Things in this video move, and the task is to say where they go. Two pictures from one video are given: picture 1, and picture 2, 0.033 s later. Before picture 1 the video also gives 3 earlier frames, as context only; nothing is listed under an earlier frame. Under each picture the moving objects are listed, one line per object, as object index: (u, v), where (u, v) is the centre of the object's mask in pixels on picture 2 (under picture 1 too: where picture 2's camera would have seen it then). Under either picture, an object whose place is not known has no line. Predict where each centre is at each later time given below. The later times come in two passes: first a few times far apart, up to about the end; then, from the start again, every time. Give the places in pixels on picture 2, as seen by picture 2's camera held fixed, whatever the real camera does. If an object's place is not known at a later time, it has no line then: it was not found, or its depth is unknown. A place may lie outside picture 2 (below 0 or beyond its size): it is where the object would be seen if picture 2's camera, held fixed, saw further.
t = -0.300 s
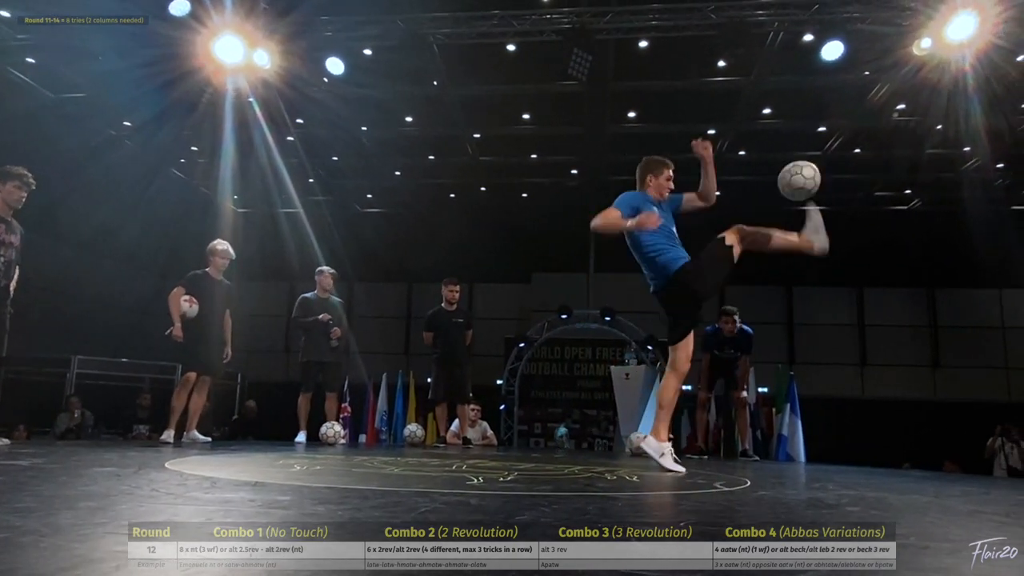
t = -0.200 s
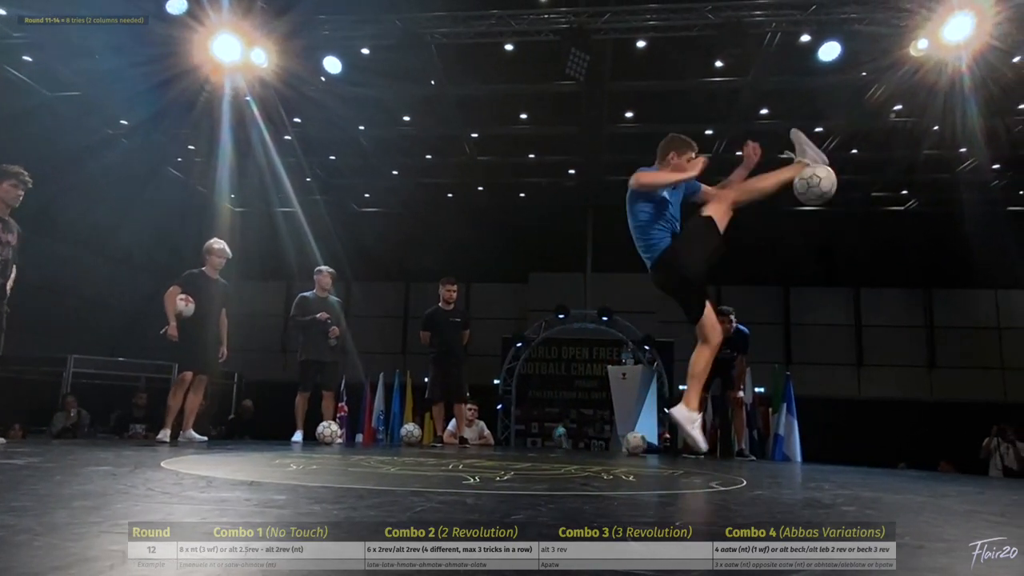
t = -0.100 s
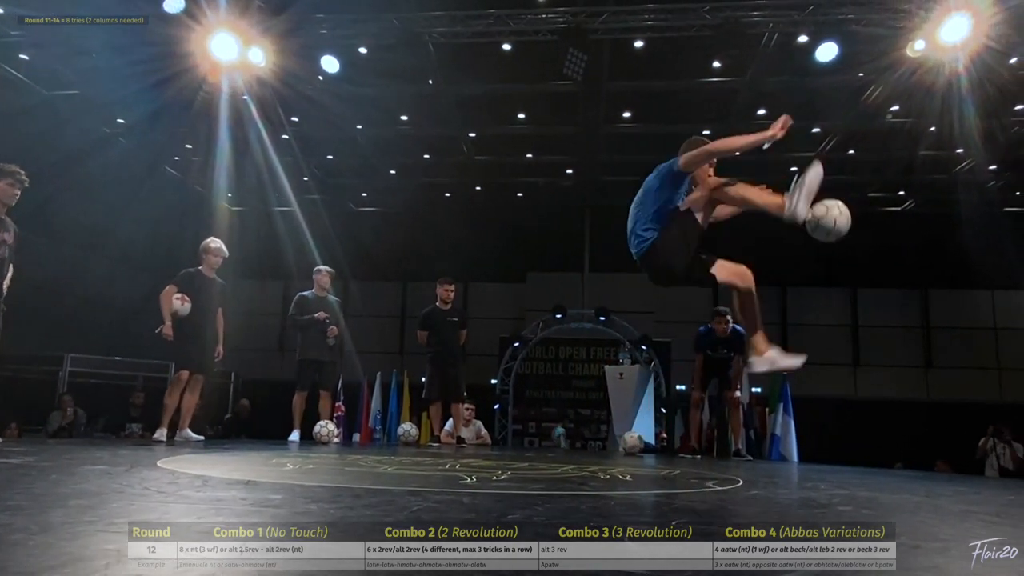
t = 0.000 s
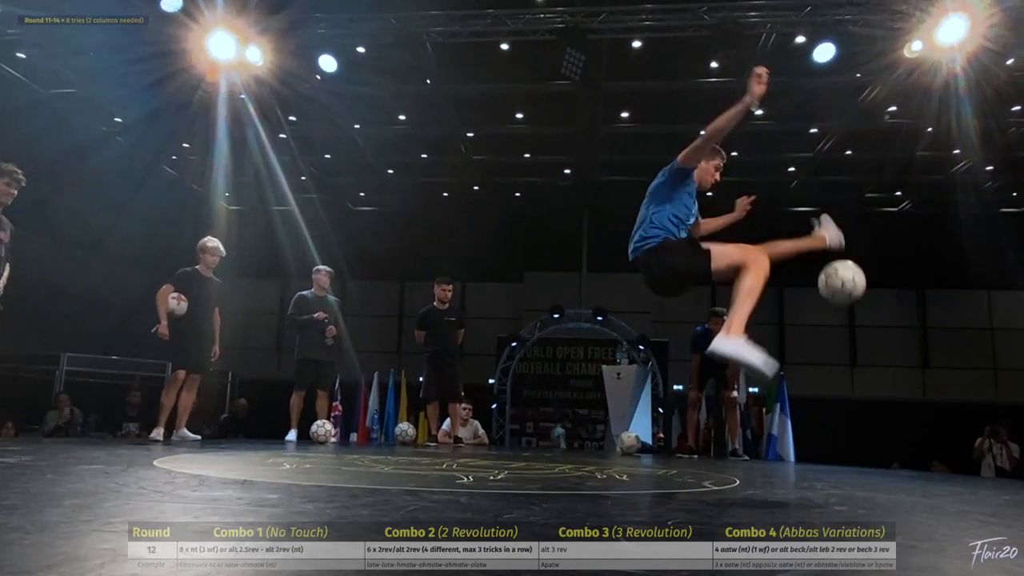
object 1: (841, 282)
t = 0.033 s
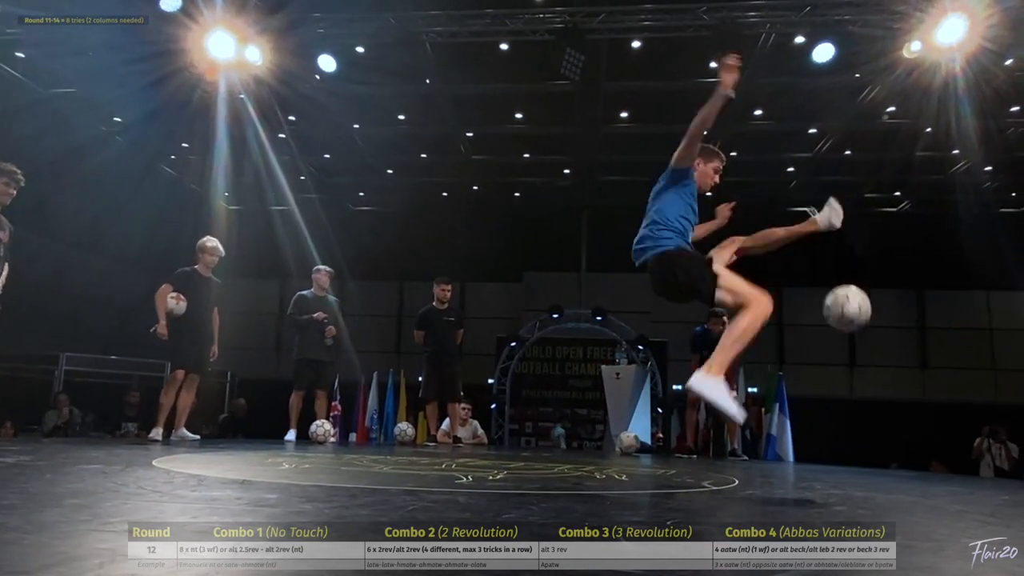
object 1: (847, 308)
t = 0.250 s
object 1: (892, 419)
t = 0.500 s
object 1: (965, 260)
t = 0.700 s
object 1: (1020, 221)
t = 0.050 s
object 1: (849, 322)
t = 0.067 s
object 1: (852, 337)
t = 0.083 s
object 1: (855, 352)
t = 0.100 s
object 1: (858, 369)
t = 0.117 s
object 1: (862, 386)
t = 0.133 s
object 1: (865, 404)
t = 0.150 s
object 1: (868, 423)
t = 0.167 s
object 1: (871, 442)
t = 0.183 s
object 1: (875, 462)
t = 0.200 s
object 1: (880, 463)
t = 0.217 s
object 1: (883, 447)
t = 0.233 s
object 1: (888, 434)
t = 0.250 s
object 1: (892, 419)
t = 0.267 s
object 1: (896, 405)
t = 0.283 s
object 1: (900, 391)
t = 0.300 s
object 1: (905, 378)
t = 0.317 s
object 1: (910, 365)
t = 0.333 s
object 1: (914, 353)
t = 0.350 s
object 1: (919, 341)
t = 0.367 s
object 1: (924, 330)
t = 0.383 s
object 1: (929, 320)
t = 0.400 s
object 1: (934, 309)
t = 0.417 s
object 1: (939, 300)
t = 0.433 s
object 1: (944, 291)
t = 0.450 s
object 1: (949, 282)
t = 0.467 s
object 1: (954, 274)
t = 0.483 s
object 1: (960, 266)
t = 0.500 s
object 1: (965, 260)
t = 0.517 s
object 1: (971, 253)
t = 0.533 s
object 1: (976, 248)
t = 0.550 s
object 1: (982, 242)
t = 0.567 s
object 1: (988, 237)
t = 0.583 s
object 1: (994, 233)
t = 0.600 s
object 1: (1000, 229)
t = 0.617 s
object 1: (1004, 226)
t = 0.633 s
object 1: (1008, 224)
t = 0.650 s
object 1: (1011, 222)
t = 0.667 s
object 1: (1014, 221)
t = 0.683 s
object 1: (1017, 220)
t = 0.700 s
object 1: (1020, 221)
